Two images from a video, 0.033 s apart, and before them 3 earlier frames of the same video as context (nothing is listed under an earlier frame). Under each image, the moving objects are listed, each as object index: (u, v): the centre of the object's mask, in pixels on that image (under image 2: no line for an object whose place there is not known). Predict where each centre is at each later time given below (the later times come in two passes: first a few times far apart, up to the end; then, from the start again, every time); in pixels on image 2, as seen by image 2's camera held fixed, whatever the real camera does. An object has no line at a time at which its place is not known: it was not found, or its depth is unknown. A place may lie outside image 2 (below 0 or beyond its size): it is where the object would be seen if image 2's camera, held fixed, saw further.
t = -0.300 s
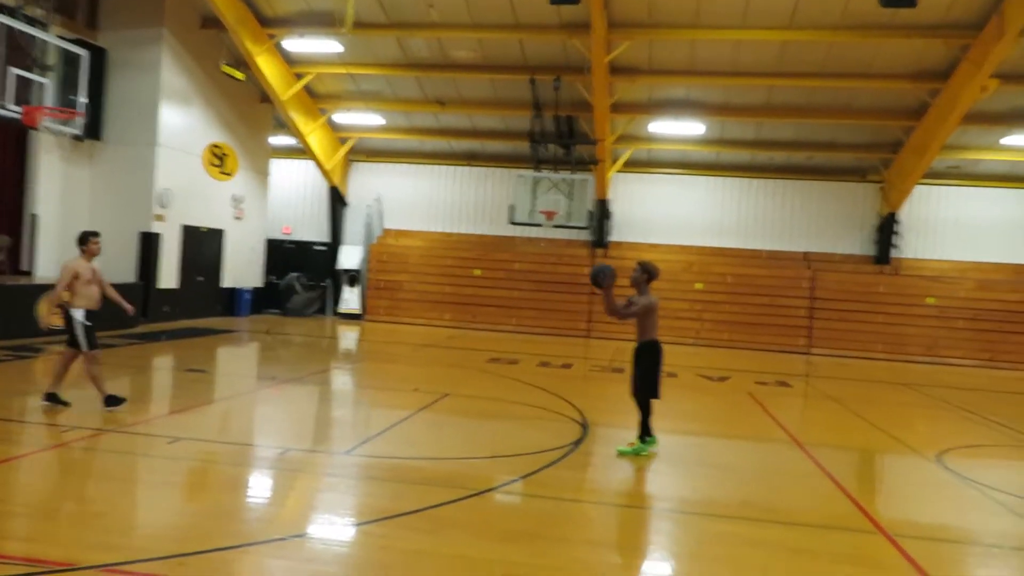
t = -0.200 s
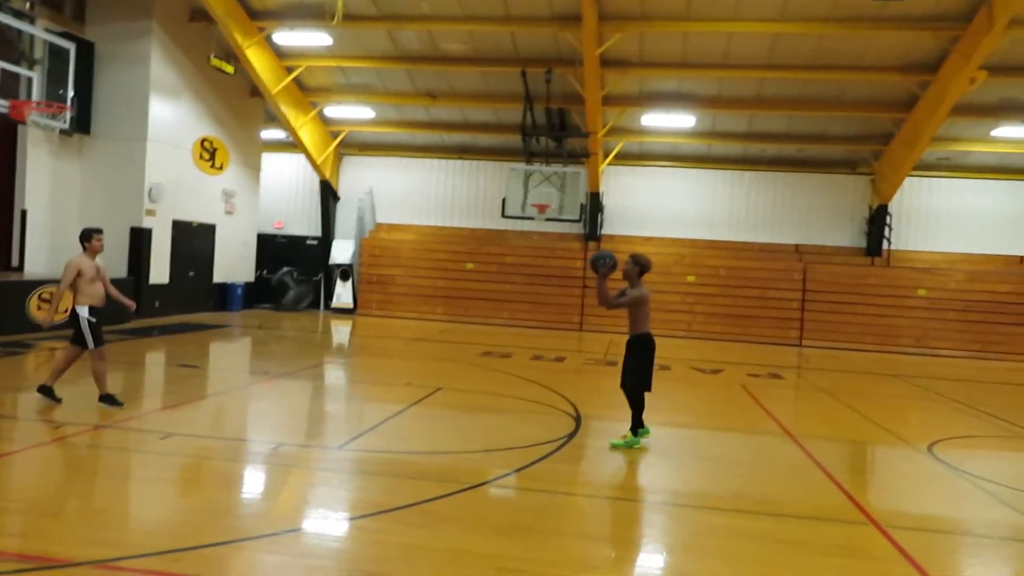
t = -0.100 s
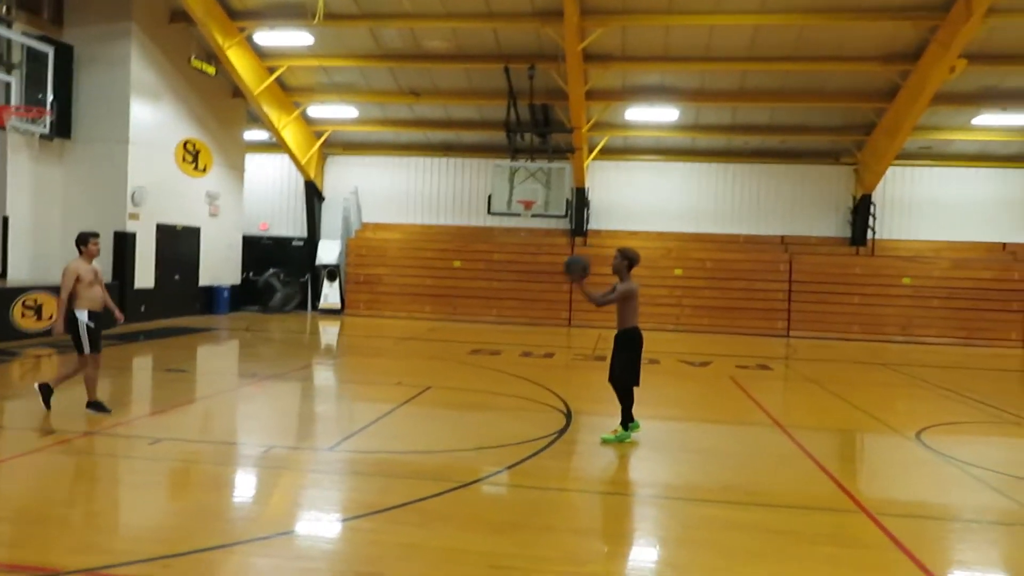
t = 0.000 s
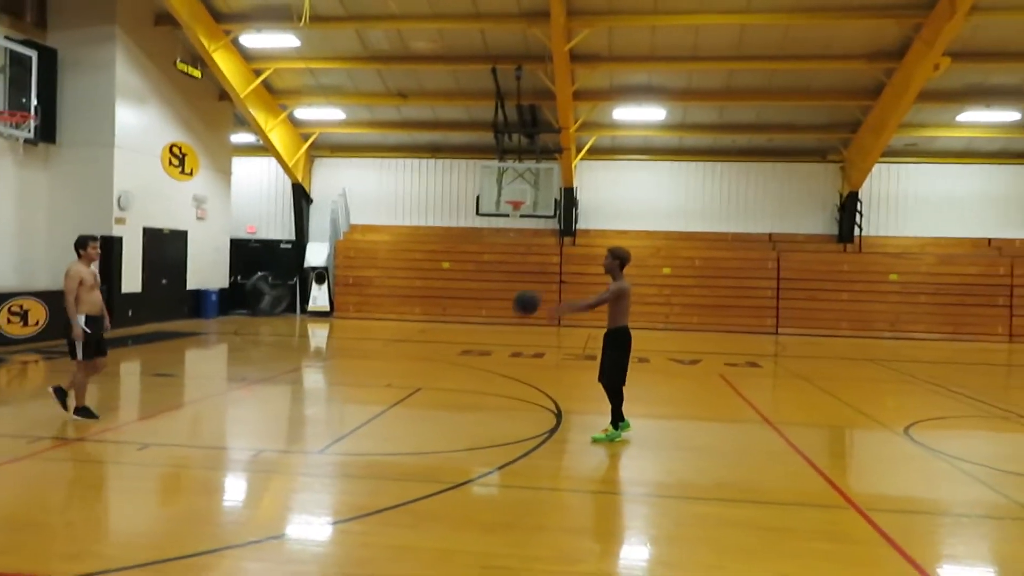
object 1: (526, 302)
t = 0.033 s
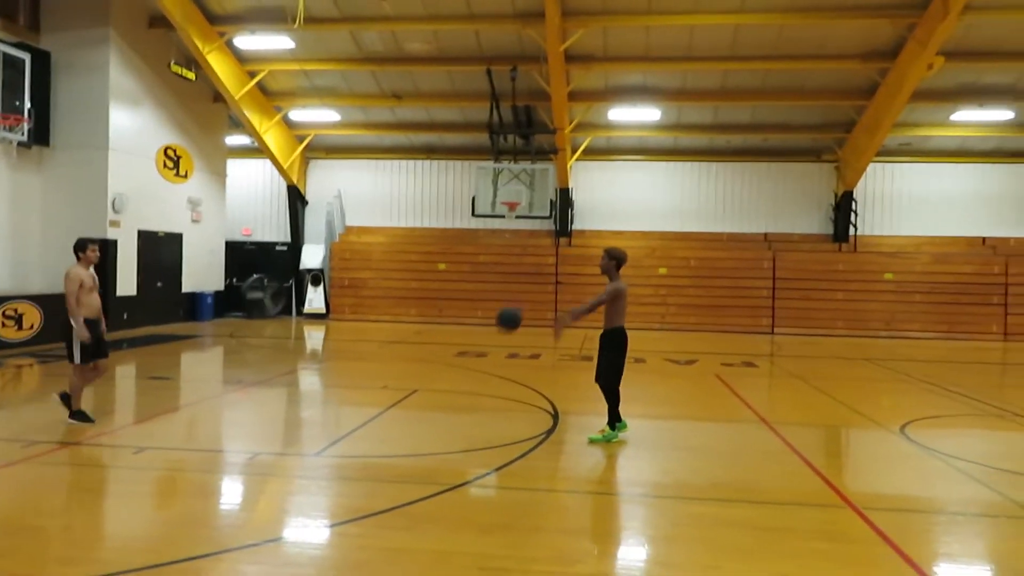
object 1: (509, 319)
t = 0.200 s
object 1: (444, 410)
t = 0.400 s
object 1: (396, 339)
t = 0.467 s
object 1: (380, 318)
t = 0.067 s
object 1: (495, 335)
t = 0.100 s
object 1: (483, 352)
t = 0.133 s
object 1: (470, 371)
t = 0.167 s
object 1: (457, 390)
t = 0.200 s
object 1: (444, 410)
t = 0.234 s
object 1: (434, 414)
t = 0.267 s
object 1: (426, 397)
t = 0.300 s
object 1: (418, 381)
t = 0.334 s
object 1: (411, 366)
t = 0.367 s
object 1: (404, 352)
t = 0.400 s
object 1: (396, 339)
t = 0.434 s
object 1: (387, 329)
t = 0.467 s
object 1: (380, 318)
